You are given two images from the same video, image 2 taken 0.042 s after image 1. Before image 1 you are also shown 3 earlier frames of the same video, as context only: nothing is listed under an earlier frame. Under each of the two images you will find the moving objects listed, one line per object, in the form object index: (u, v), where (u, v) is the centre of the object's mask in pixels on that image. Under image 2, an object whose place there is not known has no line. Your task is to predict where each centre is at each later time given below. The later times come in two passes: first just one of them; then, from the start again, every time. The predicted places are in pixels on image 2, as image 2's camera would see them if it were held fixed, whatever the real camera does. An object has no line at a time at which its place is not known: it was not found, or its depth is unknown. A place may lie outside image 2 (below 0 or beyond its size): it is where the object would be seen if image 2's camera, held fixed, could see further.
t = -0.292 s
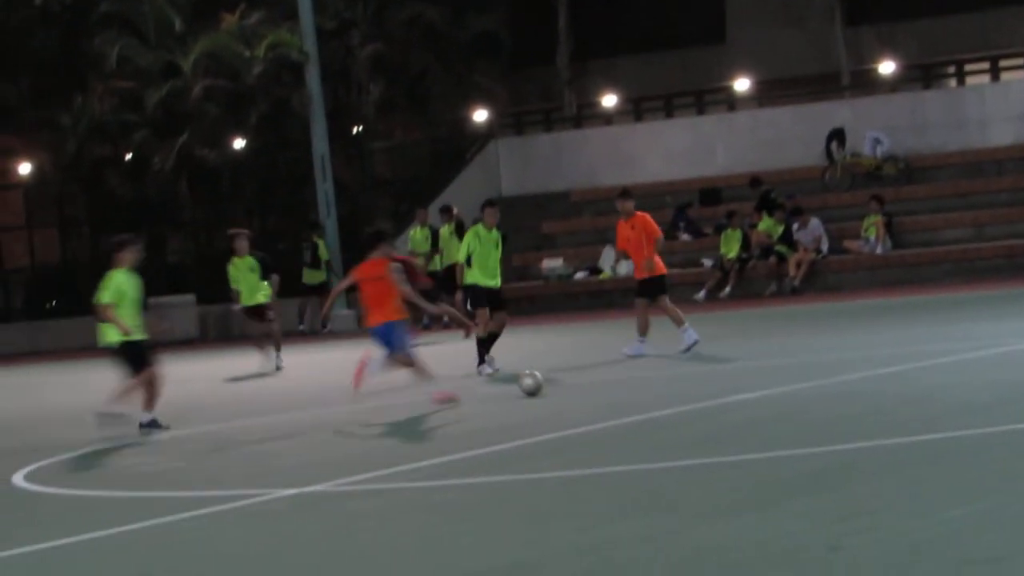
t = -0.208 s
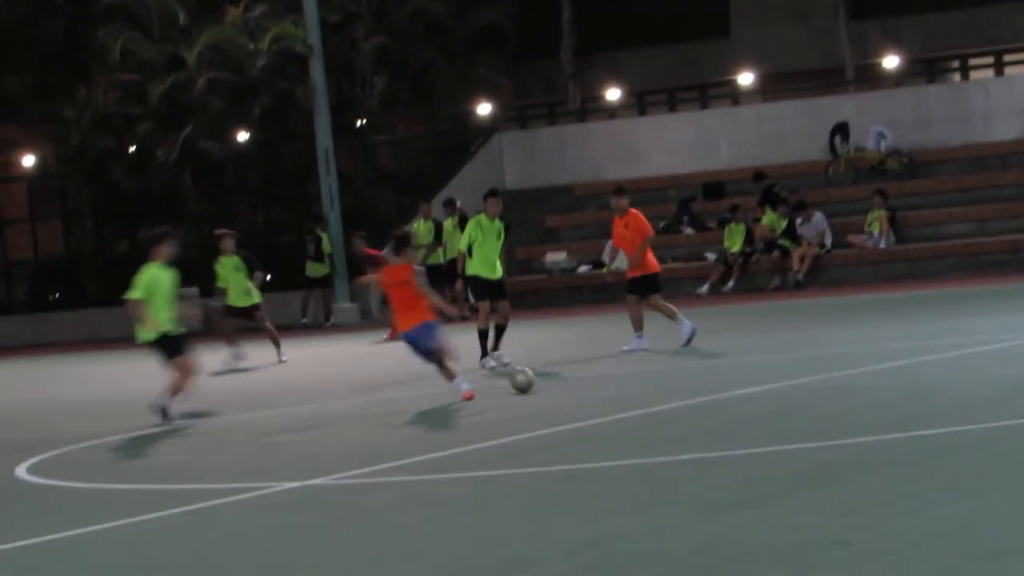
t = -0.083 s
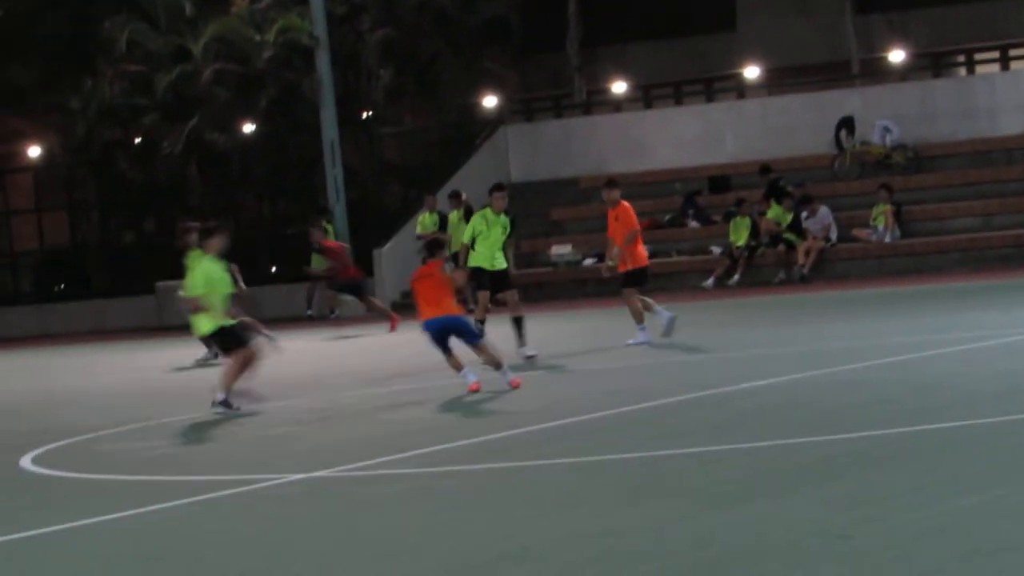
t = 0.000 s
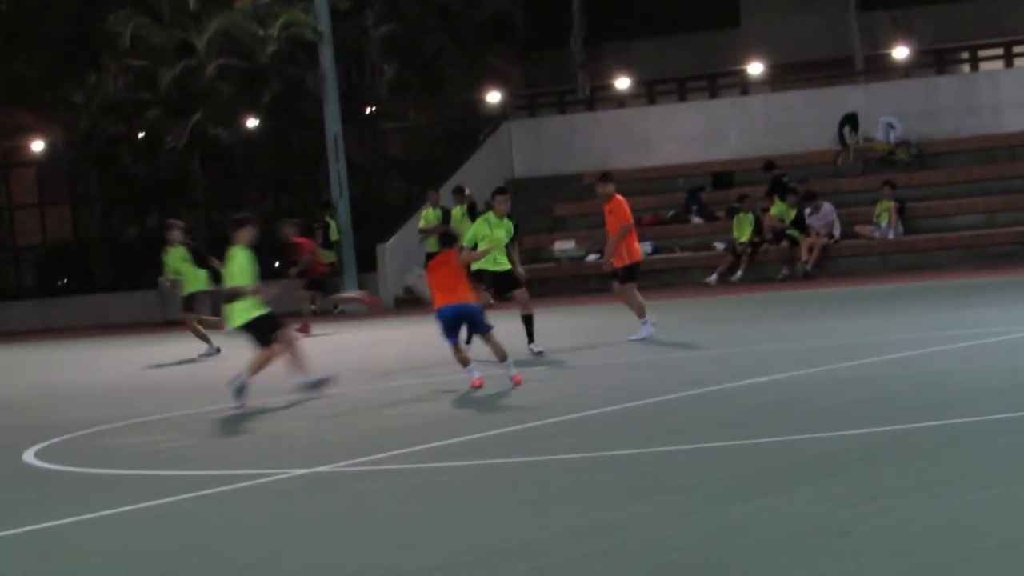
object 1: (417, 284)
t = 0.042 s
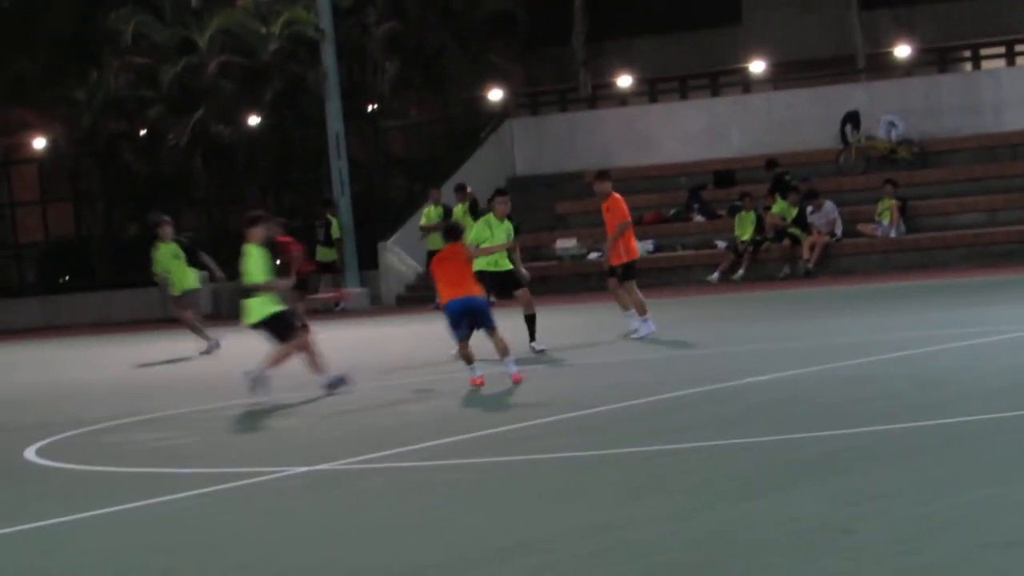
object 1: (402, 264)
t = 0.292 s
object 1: (250, 182)
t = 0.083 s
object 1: (372, 243)
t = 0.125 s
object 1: (351, 227)
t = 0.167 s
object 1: (320, 212)
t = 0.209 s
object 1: (297, 200)
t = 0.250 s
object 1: (273, 190)
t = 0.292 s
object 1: (250, 182)
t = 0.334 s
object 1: (227, 174)
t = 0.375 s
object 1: (205, 168)
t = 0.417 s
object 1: (183, 164)
